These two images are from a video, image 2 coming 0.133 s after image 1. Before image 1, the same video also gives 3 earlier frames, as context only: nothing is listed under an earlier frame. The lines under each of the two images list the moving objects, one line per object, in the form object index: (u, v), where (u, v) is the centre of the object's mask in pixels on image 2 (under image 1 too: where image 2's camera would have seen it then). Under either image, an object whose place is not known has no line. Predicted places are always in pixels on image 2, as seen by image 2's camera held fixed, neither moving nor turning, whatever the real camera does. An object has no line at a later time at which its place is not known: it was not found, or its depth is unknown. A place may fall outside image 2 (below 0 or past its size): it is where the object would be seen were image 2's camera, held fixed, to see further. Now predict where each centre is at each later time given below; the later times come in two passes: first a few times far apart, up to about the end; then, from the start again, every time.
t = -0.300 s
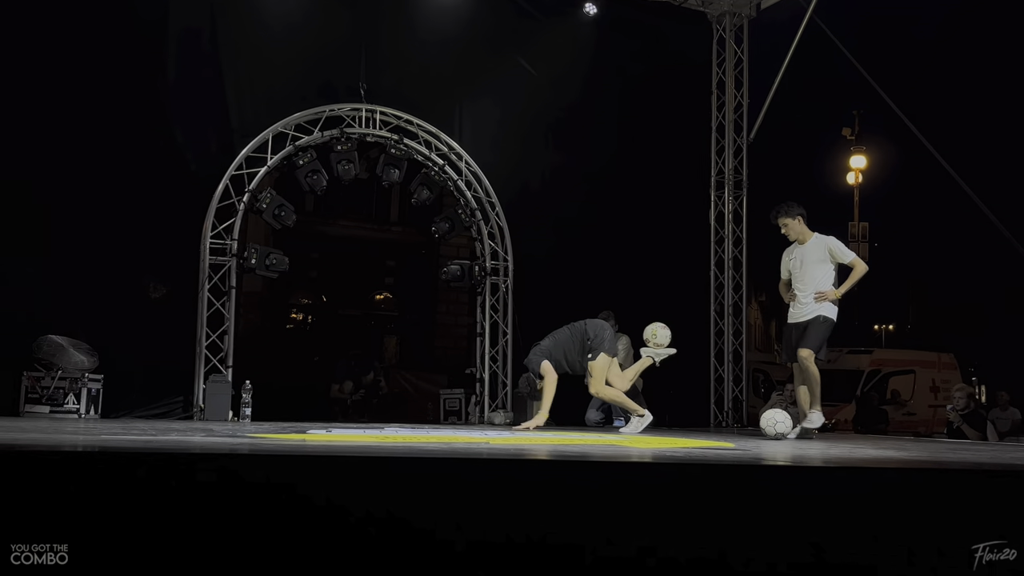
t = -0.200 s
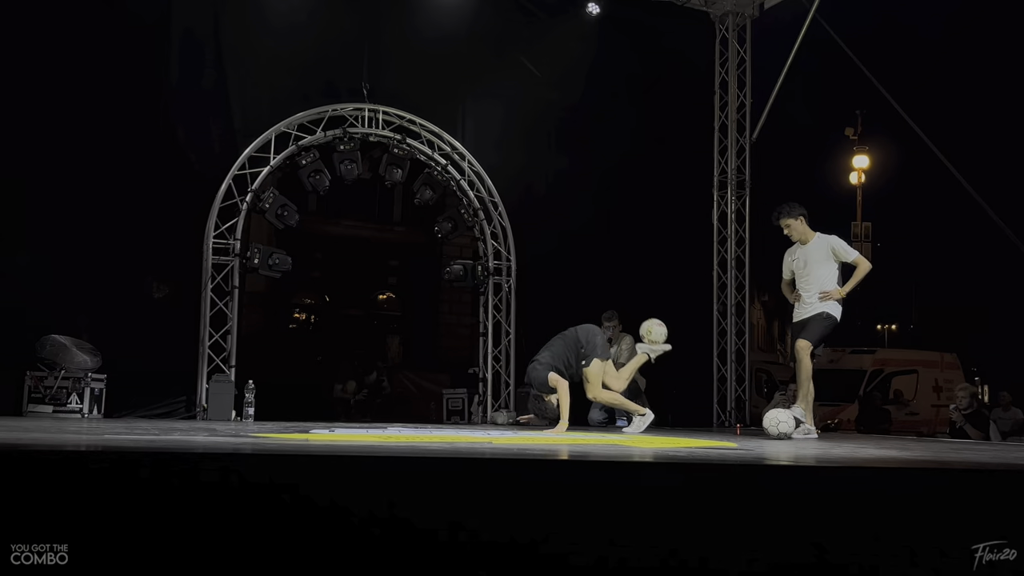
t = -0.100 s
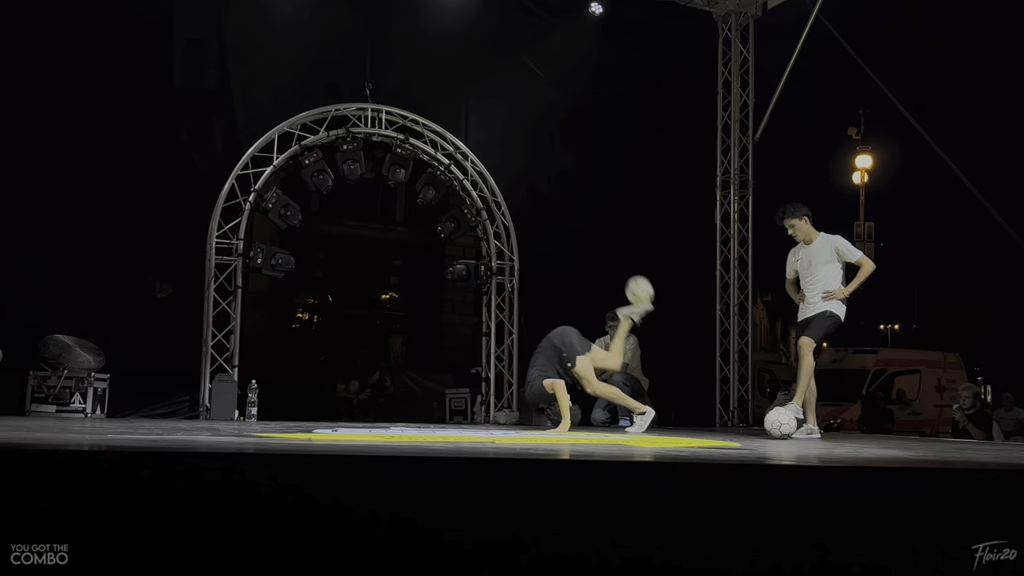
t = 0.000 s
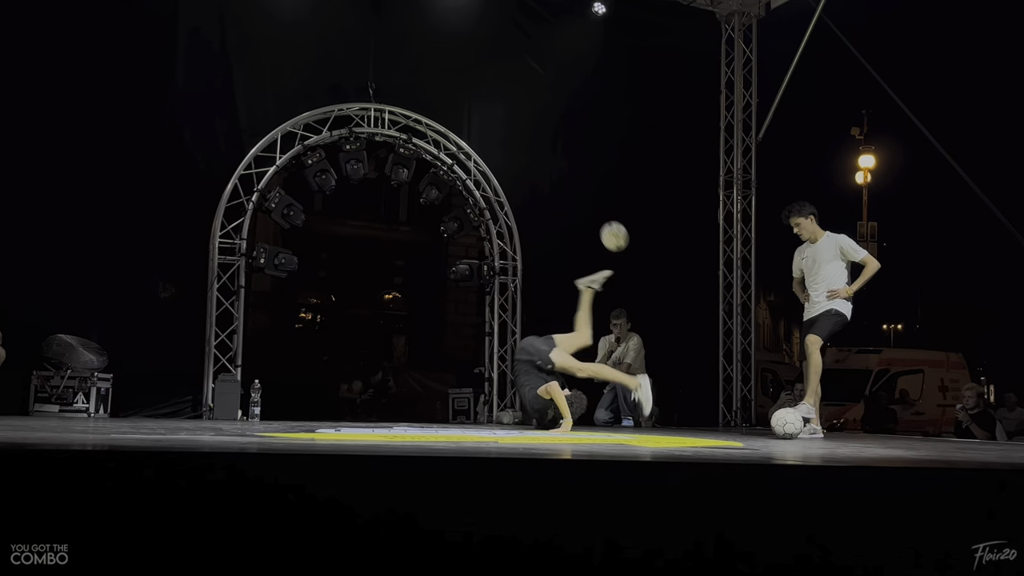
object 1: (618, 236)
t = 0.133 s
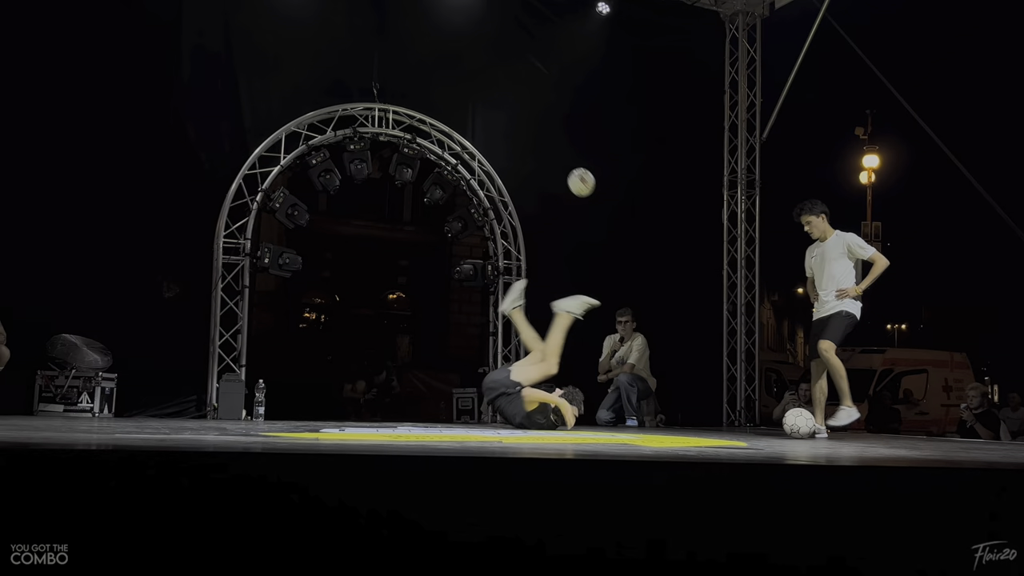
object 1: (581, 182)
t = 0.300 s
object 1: (536, 145)
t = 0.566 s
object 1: (463, 151)
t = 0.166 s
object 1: (572, 172)
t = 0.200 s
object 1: (563, 163)
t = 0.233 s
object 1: (554, 156)
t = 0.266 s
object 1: (545, 150)
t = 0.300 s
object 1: (536, 145)
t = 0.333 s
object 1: (527, 141)
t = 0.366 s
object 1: (518, 139)
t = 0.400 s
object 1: (509, 138)
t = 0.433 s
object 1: (500, 138)
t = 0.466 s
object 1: (491, 139)
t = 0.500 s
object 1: (481, 142)
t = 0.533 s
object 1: (472, 146)
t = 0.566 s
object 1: (463, 151)
